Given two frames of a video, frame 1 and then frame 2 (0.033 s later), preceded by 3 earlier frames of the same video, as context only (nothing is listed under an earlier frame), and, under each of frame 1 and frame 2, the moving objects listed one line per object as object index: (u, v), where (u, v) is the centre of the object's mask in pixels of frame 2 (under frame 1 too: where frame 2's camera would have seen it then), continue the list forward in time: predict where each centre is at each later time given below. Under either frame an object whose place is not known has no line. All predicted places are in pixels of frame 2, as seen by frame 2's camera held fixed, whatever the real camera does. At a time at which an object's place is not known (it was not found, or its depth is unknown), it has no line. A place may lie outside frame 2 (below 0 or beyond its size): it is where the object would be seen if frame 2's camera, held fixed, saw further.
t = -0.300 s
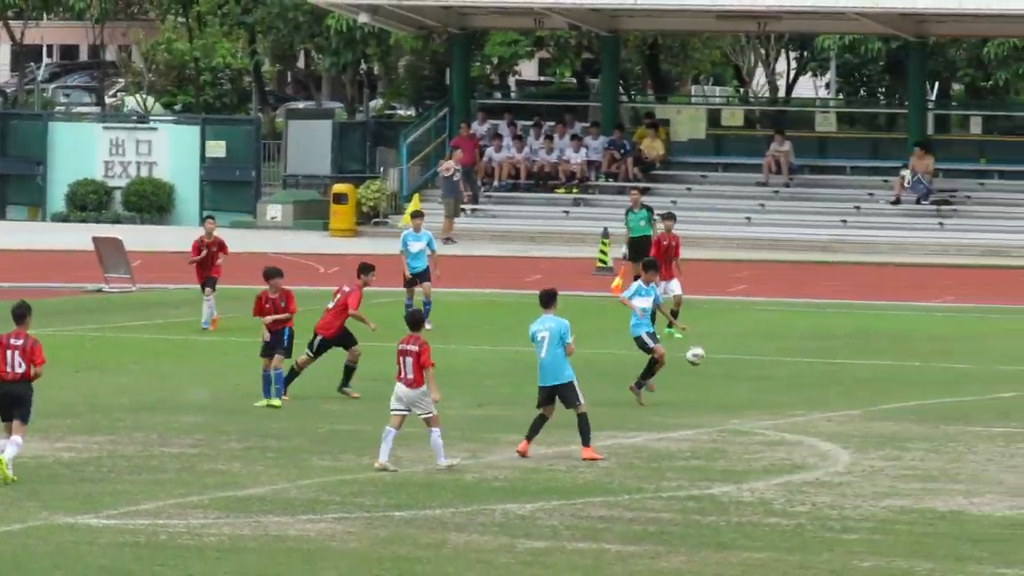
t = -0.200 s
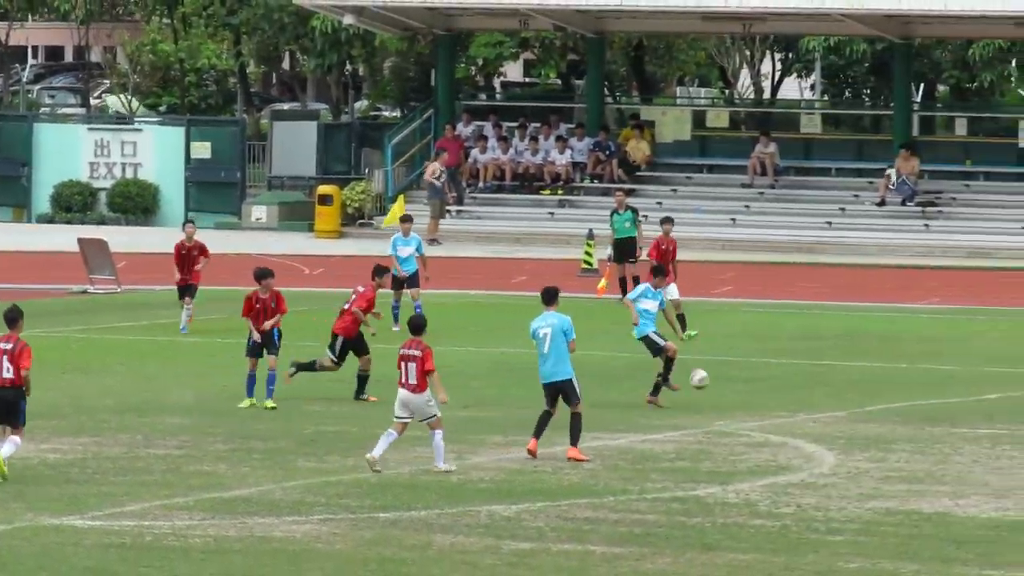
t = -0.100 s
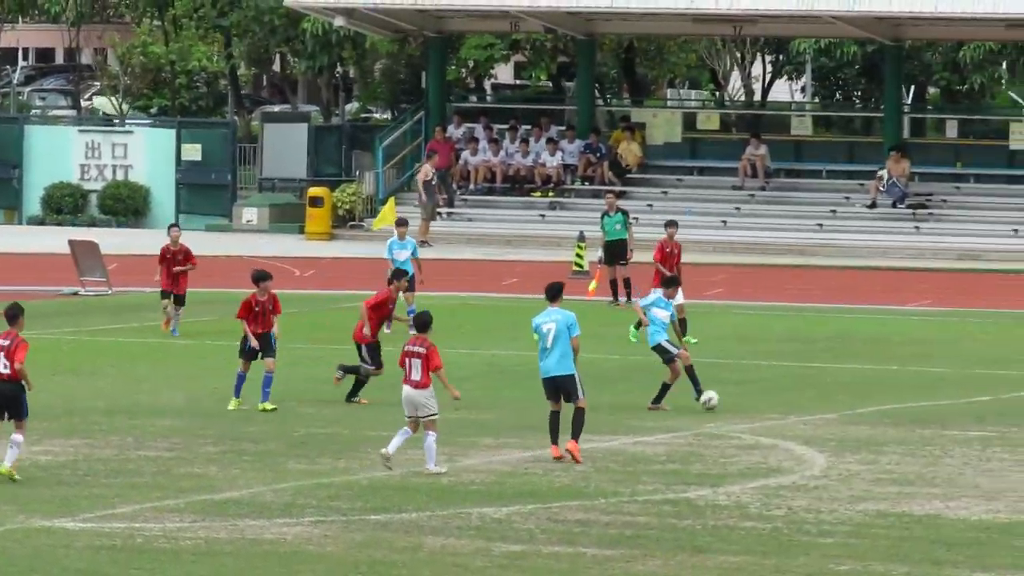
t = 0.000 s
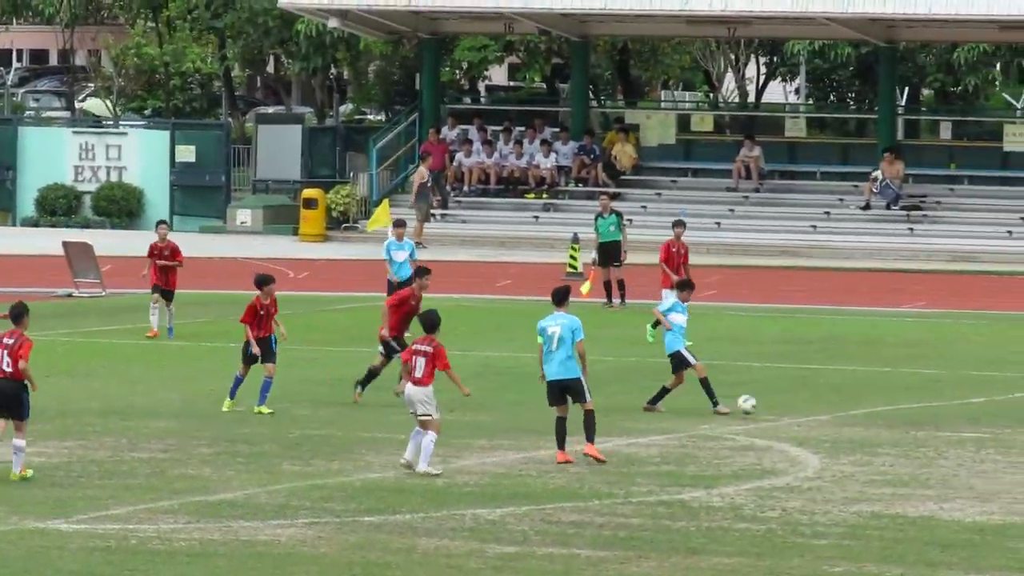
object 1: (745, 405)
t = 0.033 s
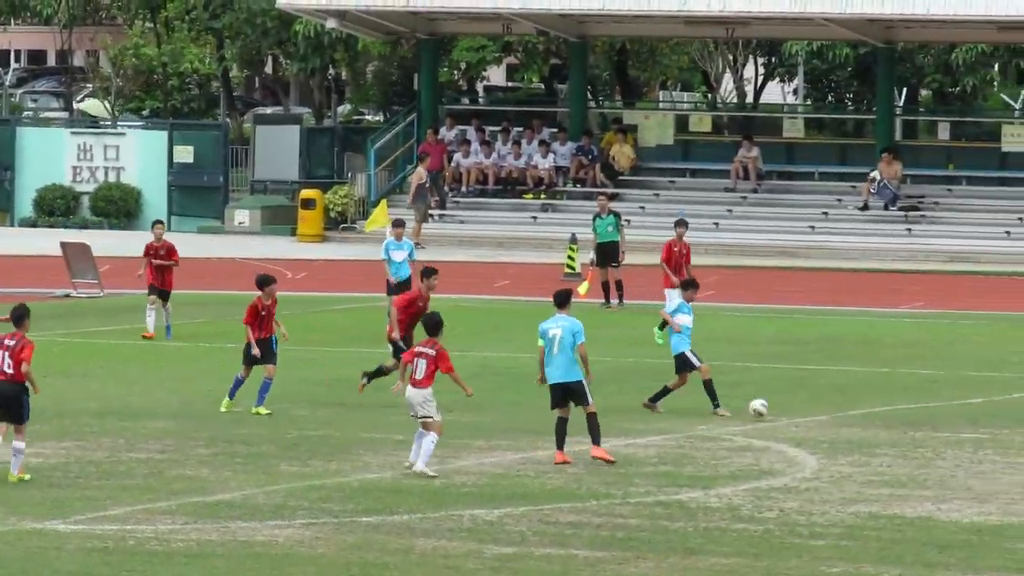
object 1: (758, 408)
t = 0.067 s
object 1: (772, 412)
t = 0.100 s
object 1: (786, 415)
